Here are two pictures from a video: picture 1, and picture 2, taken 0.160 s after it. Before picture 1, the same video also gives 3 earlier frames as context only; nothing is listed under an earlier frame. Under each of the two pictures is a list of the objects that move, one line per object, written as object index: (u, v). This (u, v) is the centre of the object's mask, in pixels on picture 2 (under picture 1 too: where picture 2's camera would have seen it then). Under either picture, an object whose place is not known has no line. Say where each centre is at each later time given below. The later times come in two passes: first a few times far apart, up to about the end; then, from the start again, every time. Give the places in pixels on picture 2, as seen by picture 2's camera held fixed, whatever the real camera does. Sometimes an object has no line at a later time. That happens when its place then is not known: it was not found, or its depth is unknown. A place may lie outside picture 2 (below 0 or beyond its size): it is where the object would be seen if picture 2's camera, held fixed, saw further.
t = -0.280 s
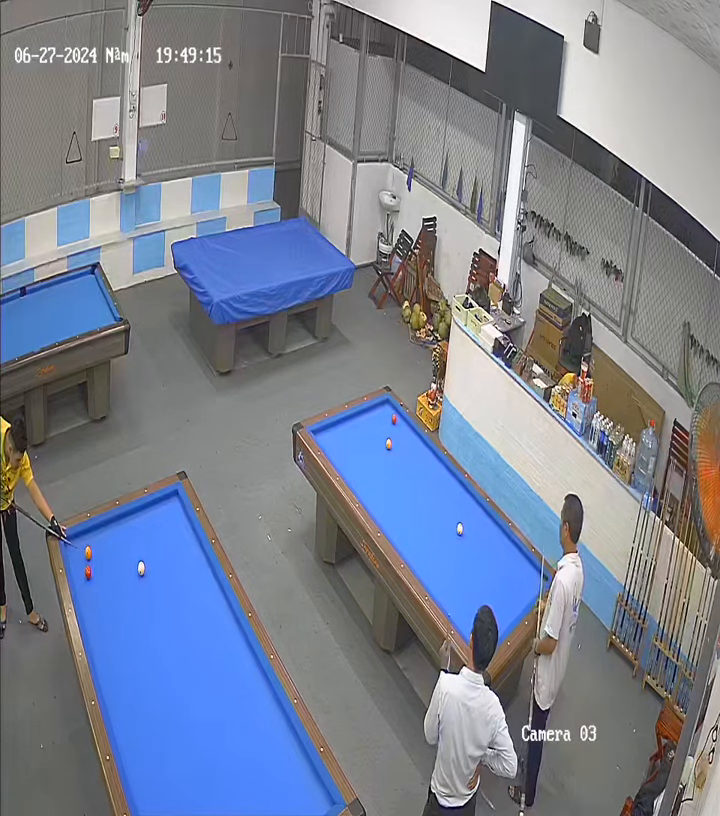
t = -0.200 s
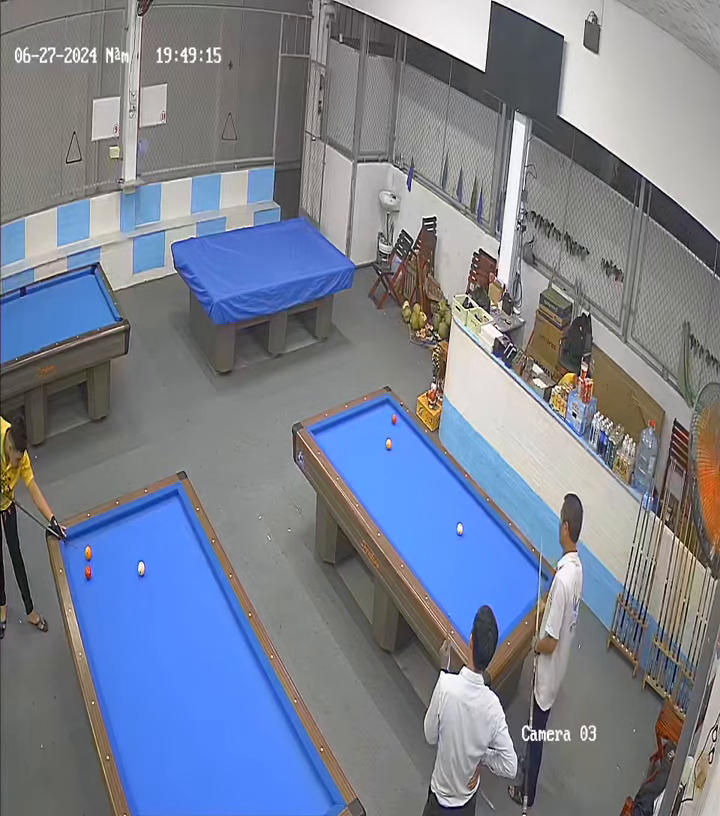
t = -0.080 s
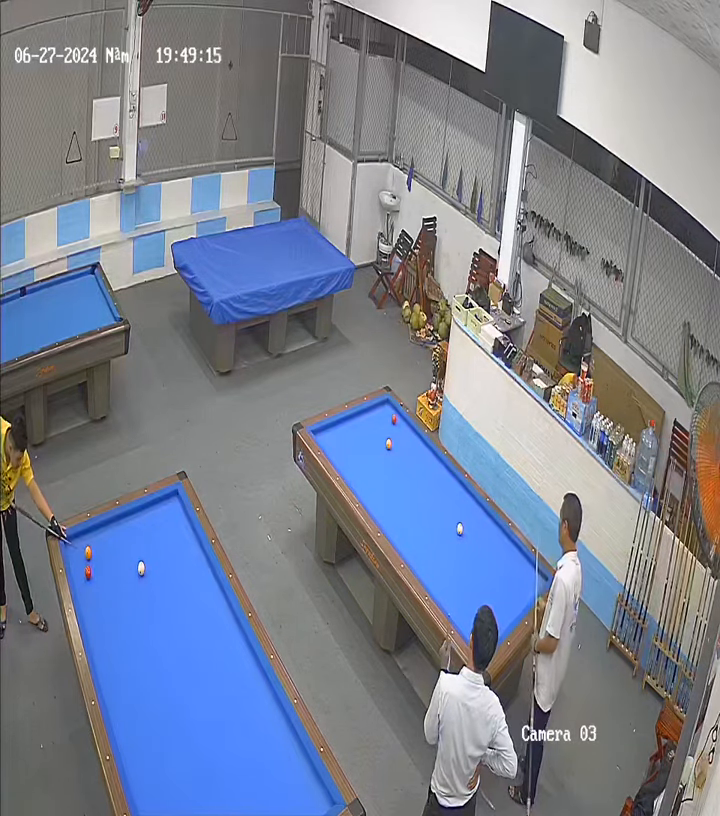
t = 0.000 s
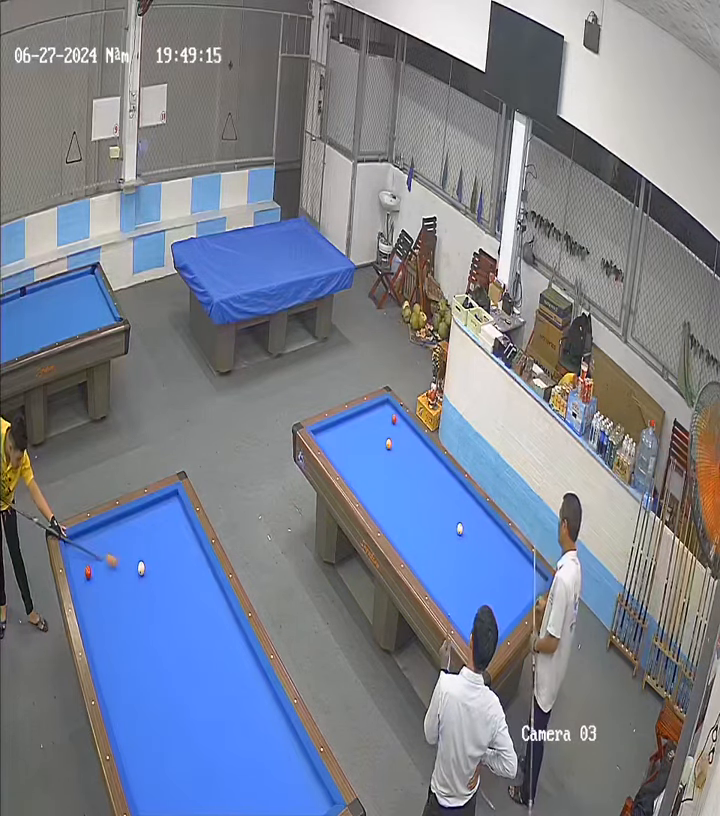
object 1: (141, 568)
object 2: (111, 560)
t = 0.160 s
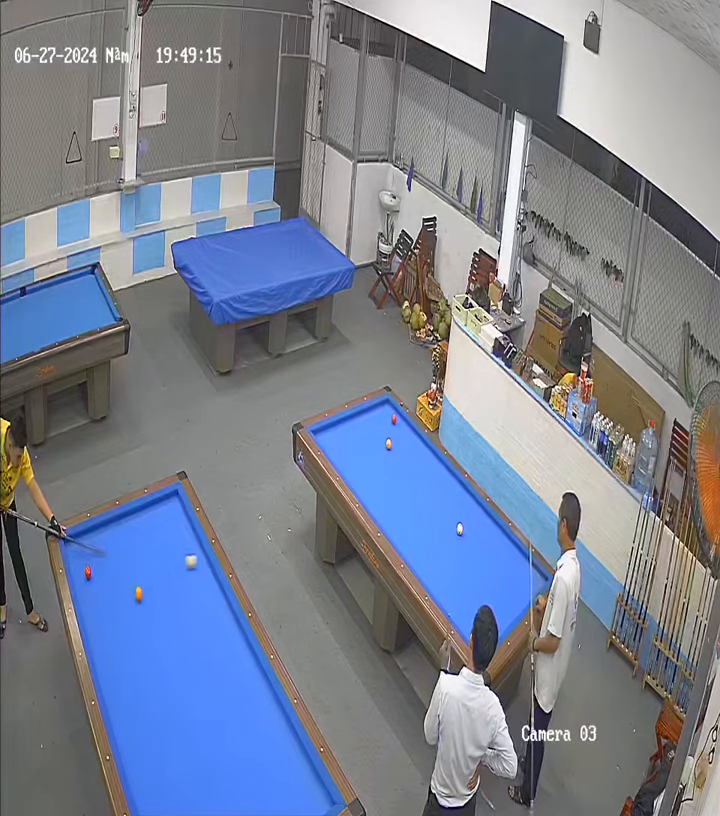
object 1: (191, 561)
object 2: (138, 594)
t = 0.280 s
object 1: (187, 577)
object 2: (141, 618)
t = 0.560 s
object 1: (123, 636)
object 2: (138, 665)
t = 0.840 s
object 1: (124, 647)
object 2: (131, 710)
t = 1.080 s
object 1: (159, 631)
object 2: (124, 752)
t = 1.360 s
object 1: (195, 614)
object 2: (149, 796)
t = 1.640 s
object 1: (223, 600)
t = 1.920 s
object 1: (201, 611)
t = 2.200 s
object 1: (181, 621)
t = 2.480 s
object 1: (161, 630)
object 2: (233, 812)
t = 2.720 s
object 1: (144, 637)
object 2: (240, 783)
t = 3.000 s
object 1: (125, 646)
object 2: (248, 747)
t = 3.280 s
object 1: (106, 654)
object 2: (255, 714)
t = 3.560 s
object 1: (101, 655)
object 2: (261, 684)
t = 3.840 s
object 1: (111, 649)
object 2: (250, 667)
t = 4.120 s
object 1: (121, 643)
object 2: (233, 656)
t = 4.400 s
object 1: (131, 637)
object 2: (217, 645)
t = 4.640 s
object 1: (139, 632)
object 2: (204, 635)
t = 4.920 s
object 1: (148, 627)
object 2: (190, 625)
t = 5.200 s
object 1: (156, 622)
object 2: (176, 615)
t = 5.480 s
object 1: (164, 617)
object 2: (163, 604)
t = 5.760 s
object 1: (172, 613)
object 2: (150, 596)
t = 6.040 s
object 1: (179, 607)
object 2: (139, 587)
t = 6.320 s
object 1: (186, 603)
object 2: (129, 578)
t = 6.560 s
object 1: (192, 600)
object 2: (120, 571)
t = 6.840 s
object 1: (198, 596)
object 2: (110, 564)
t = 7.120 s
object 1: (204, 592)
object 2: (102, 556)
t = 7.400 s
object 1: (209, 589)
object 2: (93, 549)
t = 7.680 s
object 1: (214, 586)
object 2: (86, 542)
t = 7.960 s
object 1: (216, 584)
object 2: (79, 536)
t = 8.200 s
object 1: (214, 585)
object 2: (76, 540)
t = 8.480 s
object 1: (212, 586)
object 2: (75, 546)
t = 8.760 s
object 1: (210, 586)
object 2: (73, 552)
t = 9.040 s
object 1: (208, 587)
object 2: (71, 557)
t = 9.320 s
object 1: (206, 588)
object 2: (71, 560)
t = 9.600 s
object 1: (204, 589)
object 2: (73, 562)
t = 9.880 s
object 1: (203, 589)
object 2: (74, 563)
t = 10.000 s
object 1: (203, 589)
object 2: (75, 564)
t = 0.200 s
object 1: (206, 559)
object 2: (140, 602)
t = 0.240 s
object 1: (196, 568)
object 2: (140, 610)
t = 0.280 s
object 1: (187, 577)
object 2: (141, 618)
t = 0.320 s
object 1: (177, 586)
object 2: (141, 625)
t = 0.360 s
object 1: (167, 594)
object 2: (141, 633)
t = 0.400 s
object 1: (158, 603)
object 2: (141, 640)
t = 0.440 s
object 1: (149, 611)
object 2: (141, 647)
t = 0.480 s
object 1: (140, 619)
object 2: (140, 653)
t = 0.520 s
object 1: (132, 628)
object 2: (139, 659)
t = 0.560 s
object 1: (123, 636)
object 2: (138, 665)
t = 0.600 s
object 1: (114, 643)
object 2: (137, 671)
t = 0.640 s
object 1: (105, 651)
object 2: (136, 677)
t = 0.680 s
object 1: (97, 659)
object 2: (135, 684)
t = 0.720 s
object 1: (102, 657)
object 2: (134, 691)
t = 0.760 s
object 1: (110, 654)
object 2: (133, 697)
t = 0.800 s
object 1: (117, 650)
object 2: (132, 704)
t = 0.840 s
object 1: (124, 647)
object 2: (131, 710)
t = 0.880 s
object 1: (131, 644)
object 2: (130, 717)
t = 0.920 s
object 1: (137, 641)
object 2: (129, 724)
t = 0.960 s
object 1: (143, 638)
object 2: (127, 731)
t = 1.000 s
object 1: (149, 635)
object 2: (127, 738)
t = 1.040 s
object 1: (154, 633)
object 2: (125, 745)
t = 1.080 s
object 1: (159, 631)
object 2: (124, 752)
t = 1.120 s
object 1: (164, 628)
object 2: (125, 758)
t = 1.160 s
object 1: (169, 626)
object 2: (130, 764)
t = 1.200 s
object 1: (175, 623)
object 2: (134, 771)
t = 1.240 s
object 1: (180, 621)
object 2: (137, 777)
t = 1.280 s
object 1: (185, 619)
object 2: (141, 783)
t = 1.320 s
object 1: (190, 617)
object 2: (145, 790)
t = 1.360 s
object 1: (195, 614)
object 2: (149, 796)
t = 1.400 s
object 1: (200, 612)
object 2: (153, 802)
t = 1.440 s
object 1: (205, 610)
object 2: (157, 808)
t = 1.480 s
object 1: (210, 607)
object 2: (161, 811)
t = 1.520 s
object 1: (215, 605)
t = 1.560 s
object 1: (219, 602)
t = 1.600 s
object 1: (224, 600)
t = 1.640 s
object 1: (223, 600)
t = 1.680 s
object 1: (219, 602)
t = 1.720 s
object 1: (215, 604)
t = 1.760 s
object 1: (212, 606)
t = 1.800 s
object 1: (209, 607)
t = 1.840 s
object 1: (206, 609)
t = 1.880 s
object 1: (204, 610)
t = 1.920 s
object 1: (201, 611)
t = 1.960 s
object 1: (198, 613)
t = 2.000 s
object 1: (195, 614)
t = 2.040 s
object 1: (192, 615)
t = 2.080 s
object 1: (189, 617)
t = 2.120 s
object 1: (187, 618)
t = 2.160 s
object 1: (184, 619)
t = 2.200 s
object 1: (181, 621)
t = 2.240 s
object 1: (178, 622)
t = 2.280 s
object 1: (175, 624)
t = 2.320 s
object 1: (172, 625)
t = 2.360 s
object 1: (169, 626)
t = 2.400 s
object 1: (167, 627)
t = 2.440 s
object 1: (164, 628)
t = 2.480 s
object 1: (161, 630)
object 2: (233, 812)
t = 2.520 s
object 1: (158, 631)
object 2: (234, 809)
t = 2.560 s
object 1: (155, 633)
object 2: (235, 805)
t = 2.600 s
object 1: (153, 634)
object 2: (237, 800)
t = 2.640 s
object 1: (150, 635)
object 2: (238, 794)
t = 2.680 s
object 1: (147, 636)
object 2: (239, 789)
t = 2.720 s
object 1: (144, 637)
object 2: (240, 783)
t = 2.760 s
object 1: (141, 639)
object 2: (241, 778)
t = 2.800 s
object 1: (138, 640)
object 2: (242, 773)
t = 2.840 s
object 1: (136, 641)
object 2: (244, 768)
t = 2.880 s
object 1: (133, 642)
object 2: (245, 763)
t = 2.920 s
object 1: (130, 644)
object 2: (246, 757)
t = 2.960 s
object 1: (128, 645)
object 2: (247, 753)
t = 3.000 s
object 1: (125, 646)
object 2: (248, 747)
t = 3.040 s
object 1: (122, 647)
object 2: (249, 743)
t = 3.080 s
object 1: (119, 648)
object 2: (250, 738)
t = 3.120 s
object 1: (116, 649)
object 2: (251, 733)
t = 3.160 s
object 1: (114, 650)
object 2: (252, 728)
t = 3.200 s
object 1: (111, 652)
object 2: (253, 724)
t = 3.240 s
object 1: (108, 653)
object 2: (254, 719)
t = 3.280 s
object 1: (106, 654)
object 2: (255, 714)
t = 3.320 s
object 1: (103, 655)
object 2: (256, 710)
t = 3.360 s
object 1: (100, 656)
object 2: (257, 706)
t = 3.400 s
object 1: (98, 657)
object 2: (258, 701)
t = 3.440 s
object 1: (96, 657)
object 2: (259, 697)
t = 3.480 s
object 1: (98, 657)
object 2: (260, 692)
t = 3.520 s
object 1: (100, 656)
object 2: (261, 688)
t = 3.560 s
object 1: (101, 655)
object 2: (261, 684)
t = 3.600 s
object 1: (103, 654)
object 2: (262, 680)
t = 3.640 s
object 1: (104, 653)
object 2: (262, 676)
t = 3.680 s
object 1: (105, 652)
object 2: (260, 674)
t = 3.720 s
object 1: (107, 651)
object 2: (257, 673)
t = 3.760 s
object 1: (108, 650)
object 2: (255, 671)
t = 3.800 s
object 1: (110, 650)
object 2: (252, 669)
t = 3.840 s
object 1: (111, 649)
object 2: (250, 667)
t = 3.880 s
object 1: (113, 648)
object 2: (247, 666)
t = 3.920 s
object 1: (114, 647)
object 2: (245, 664)
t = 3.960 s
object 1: (116, 646)
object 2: (243, 663)
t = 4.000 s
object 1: (117, 645)
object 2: (240, 661)
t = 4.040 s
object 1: (119, 645)
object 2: (237, 659)
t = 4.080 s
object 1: (120, 644)
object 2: (235, 658)
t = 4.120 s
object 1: (121, 643)
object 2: (233, 656)
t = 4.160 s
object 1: (123, 642)
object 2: (231, 655)
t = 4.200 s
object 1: (124, 641)
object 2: (228, 653)
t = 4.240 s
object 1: (126, 641)
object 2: (226, 652)
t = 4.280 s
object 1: (127, 639)
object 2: (224, 650)
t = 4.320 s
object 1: (128, 638)
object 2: (222, 648)
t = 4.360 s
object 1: (130, 637)
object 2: (219, 647)
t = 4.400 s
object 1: (131, 637)
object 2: (217, 645)
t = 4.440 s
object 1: (132, 636)
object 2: (215, 643)
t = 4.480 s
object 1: (133, 635)
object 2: (213, 642)
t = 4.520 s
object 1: (135, 635)
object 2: (210, 640)
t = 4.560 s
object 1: (136, 634)
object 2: (208, 638)
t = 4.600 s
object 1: (138, 633)
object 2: (206, 637)
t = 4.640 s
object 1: (139, 632)
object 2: (204, 635)
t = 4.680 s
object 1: (140, 631)
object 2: (202, 634)
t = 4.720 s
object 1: (141, 631)
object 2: (200, 633)
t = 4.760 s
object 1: (143, 630)
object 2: (197, 631)
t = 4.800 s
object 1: (144, 629)
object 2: (195, 630)
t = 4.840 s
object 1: (145, 628)
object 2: (193, 628)
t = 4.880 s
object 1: (146, 628)
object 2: (191, 626)
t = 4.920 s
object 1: (148, 627)
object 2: (190, 625)
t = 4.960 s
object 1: (149, 626)
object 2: (187, 624)
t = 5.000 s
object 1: (150, 625)
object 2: (186, 622)
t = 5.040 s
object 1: (151, 624)
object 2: (183, 621)
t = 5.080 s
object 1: (152, 624)
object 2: (181, 619)
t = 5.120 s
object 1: (154, 623)
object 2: (180, 618)
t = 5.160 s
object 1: (155, 622)
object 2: (178, 616)
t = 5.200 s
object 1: (156, 622)
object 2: (176, 615)
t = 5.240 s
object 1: (157, 621)
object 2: (174, 614)
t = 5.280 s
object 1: (159, 620)
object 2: (172, 612)
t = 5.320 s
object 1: (160, 620)
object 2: (170, 611)
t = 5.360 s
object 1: (161, 619)
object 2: (168, 609)
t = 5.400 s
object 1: (162, 618)
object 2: (166, 607)
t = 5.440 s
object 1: (163, 618)
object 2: (165, 605)
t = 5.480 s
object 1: (164, 617)
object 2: (163, 604)
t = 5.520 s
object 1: (166, 616)
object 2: (161, 603)
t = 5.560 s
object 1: (167, 616)
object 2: (159, 603)
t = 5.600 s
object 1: (168, 615)
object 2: (157, 602)
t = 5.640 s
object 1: (169, 614)
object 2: (156, 600)
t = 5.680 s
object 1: (170, 613)
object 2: (154, 599)
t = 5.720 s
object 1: (171, 613)
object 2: (152, 598)
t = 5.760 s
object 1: (172, 613)
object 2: (150, 596)
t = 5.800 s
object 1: (173, 612)
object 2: (149, 595)
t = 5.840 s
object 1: (174, 611)
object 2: (147, 594)
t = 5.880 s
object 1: (175, 610)
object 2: (145, 592)
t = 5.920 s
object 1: (176, 609)
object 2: (144, 591)
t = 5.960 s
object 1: (177, 609)
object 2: (142, 590)
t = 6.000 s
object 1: (178, 608)
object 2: (140, 588)
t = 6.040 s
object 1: (179, 607)
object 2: (139, 587)
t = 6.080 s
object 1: (180, 607)
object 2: (137, 586)
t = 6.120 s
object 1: (181, 606)
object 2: (136, 584)
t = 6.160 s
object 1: (182, 606)
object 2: (134, 583)
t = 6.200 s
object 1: (183, 605)
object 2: (133, 582)
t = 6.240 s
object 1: (184, 605)
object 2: (131, 581)
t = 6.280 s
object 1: (185, 604)
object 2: (130, 580)
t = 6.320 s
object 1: (186, 603)
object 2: (129, 578)
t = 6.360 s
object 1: (187, 603)
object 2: (127, 577)
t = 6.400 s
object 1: (188, 602)
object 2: (125, 576)
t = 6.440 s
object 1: (189, 601)
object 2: (124, 575)
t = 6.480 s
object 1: (190, 601)
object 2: (123, 574)
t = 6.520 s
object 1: (191, 600)
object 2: (121, 572)
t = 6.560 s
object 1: (192, 600)
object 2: (120, 571)
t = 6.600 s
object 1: (193, 599)
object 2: (118, 571)
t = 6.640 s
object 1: (194, 599)
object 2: (117, 569)
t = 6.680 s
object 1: (195, 598)
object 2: (116, 568)
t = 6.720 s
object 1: (196, 598)
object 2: (114, 567)
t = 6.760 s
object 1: (197, 597)
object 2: (113, 566)
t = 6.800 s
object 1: (197, 597)
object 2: (112, 565)
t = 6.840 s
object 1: (198, 596)
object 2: (110, 564)
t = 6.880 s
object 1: (199, 596)
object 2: (109, 563)
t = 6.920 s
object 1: (200, 595)
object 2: (108, 561)
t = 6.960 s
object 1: (201, 594)
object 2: (106, 560)
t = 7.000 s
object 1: (202, 594)
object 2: (105, 559)
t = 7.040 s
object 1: (203, 593)
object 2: (104, 558)
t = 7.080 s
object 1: (203, 593)
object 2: (103, 557)
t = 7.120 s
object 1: (204, 592)
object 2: (102, 556)
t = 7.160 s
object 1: (205, 592)
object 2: (100, 555)
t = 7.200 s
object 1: (205, 591)
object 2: (99, 555)
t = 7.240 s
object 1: (206, 591)
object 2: (98, 553)
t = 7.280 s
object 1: (207, 590)
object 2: (97, 552)
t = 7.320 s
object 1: (208, 590)
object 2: (96, 551)
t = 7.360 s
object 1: (208, 589)
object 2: (95, 550)
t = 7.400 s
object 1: (209, 589)
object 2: (93, 549)
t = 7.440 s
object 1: (210, 588)
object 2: (92, 548)
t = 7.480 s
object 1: (211, 588)
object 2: (91, 547)
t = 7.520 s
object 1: (211, 587)
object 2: (90, 546)
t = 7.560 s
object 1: (212, 587)
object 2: (89, 545)
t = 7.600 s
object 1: (213, 587)
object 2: (88, 544)
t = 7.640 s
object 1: (214, 586)
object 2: (87, 543)
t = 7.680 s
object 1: (214, 586)
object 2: (86, 542)
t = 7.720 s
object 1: (215, 585)
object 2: (85, 541)
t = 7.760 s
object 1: (216, 585)
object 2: (84, 540)
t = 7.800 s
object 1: (216, 584)
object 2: (83, 539)
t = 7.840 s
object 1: (217, 584)
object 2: (81, 538)
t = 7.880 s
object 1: (217, 584)
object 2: (80, 537)
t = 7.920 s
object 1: (217, 584)
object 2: (80, 536)
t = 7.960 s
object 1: (216, 584)
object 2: (79, 536)
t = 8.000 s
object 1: (216, 584)
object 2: (78, 536)
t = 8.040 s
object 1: (216, 584)
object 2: (78, 537)
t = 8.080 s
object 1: (215, 584)
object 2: (78, 538)
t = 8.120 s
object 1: (215, 585)
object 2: (77, 538)
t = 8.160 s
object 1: (214, 585)
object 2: (77, 539)
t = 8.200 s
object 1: (214, 585)
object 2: (76, 540)
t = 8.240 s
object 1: (214, 585)
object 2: (76, 541)
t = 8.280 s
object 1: (213, 585)
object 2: (76, 542)
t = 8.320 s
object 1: (213, 585)
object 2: (76, 543)
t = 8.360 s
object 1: (213, 585)
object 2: (75, 543)
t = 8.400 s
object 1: (213, 586)
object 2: (75, 545)
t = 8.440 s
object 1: (212, 586)
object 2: (75, 545)
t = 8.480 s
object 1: (212, 586)
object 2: (75, 546)
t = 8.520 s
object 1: (211, 586)
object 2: (74, 547)
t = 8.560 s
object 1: (211, 586)
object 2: (74, 547)
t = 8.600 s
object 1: (211, 586)
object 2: (74, 548)
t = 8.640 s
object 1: (211, 586)
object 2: (74, 549)
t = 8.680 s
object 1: (210, 586)
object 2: (74, 550)
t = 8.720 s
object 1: (210, 586)
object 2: (74, 551)
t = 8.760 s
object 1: (210, 586)
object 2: (73, 552)
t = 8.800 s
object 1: (209, 587)
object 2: (73, 553)
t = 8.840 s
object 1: (209, 587)
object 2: (73, 553)
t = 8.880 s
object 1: (209, 587)
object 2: (72, 554)
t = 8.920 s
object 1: (208, 587)
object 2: (72, 555)
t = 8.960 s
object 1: (208, 587)
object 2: (72, 556)
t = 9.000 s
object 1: (208, 587)
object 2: (71, 556)
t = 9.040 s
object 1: (208, 587)
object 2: (71, 557)
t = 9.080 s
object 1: (207, 587)
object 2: (71, 557)
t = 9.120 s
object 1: (207, 587)
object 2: (71, 559)
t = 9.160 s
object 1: (207, 588)
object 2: (71, 559)
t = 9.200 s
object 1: (206, 588)
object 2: (71, 559)
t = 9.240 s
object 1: (206, 588)
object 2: (71, 559)
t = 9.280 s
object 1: (206, 588)
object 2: (71, 560)
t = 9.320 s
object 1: (206, 588)
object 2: (71, 560)
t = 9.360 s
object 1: (205, 588)
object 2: (71, 560)
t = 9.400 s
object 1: (205, 588)
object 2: (72, 560)
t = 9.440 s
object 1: (205, 588)
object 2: (72, 561)
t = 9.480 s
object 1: (205, 588)
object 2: (72, 561)
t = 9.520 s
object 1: (205, 588)
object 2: (73, 562)
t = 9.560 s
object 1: (205, 588)
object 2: (73, 562)
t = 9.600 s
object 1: (204, 589)
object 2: (73, 562)
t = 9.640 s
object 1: (204, 589)
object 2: (73, 562)
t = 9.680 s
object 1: (204, 589)
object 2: (74, 563)
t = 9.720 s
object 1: (204, 589)
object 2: (74, 563)
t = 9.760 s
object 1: (204, 589)
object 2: (74, 563)
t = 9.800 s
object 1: (204, 589)
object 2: (74, 563)
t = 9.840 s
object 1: (204, 589)
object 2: (74, 563)
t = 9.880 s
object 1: (203, 589)
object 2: (74, 563)
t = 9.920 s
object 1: (203, 589)
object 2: (75, 564)
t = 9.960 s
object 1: (203, 589)
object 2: (75, 564)
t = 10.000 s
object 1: (203, 589)
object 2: (75, 564)
